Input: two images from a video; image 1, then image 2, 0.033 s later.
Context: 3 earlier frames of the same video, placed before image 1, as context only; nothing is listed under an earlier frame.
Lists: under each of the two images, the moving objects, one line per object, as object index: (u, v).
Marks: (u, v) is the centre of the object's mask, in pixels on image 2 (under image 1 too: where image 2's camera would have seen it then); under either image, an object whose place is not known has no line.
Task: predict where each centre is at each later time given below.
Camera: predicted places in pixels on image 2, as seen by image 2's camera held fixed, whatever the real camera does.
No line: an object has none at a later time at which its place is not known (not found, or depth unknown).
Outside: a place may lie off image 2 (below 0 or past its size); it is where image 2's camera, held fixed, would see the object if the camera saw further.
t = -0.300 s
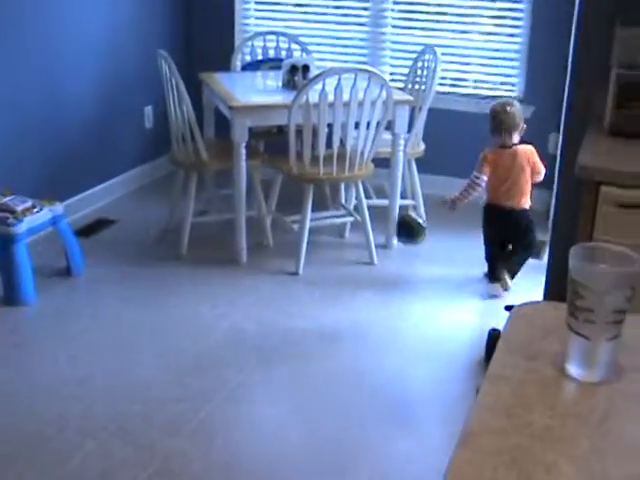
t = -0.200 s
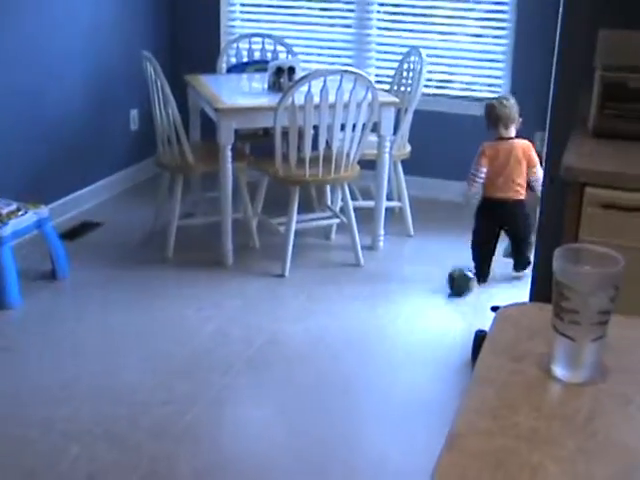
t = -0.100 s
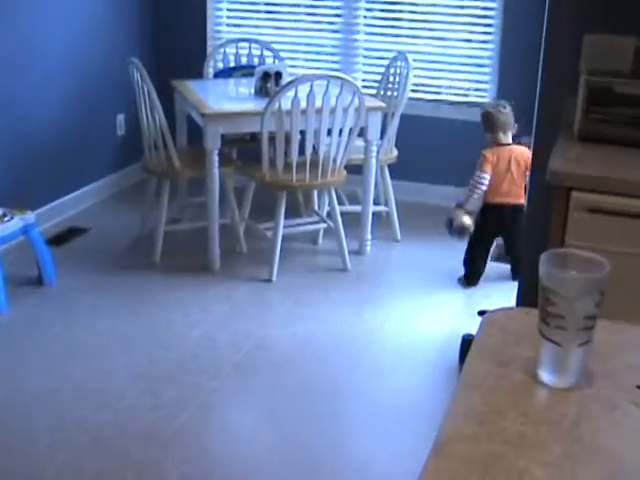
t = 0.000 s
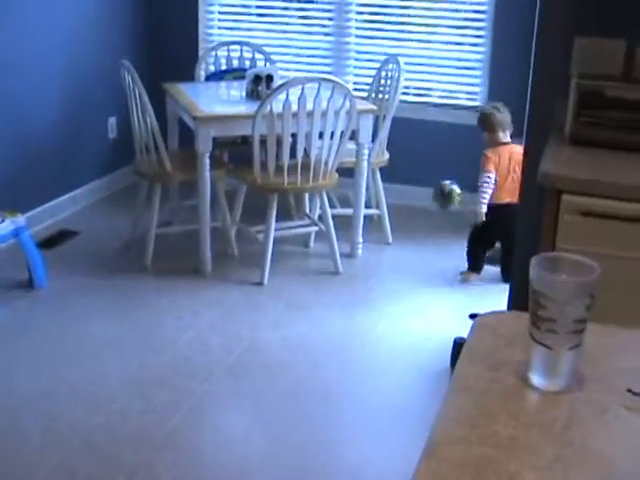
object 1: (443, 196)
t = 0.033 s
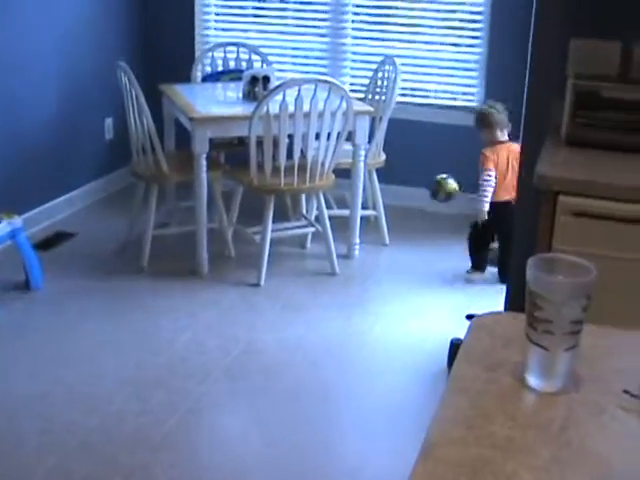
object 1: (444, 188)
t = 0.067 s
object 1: (444, 185)
